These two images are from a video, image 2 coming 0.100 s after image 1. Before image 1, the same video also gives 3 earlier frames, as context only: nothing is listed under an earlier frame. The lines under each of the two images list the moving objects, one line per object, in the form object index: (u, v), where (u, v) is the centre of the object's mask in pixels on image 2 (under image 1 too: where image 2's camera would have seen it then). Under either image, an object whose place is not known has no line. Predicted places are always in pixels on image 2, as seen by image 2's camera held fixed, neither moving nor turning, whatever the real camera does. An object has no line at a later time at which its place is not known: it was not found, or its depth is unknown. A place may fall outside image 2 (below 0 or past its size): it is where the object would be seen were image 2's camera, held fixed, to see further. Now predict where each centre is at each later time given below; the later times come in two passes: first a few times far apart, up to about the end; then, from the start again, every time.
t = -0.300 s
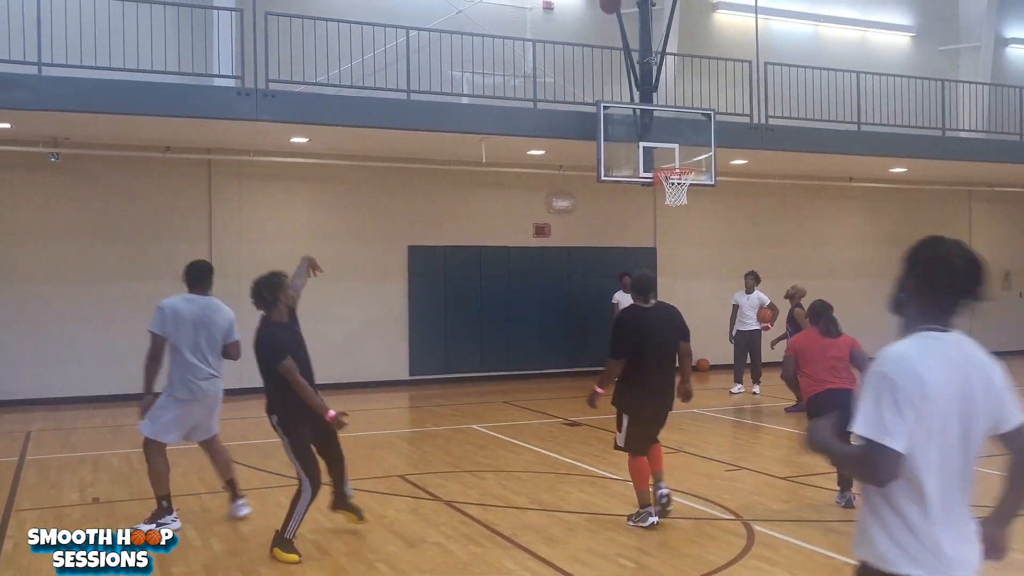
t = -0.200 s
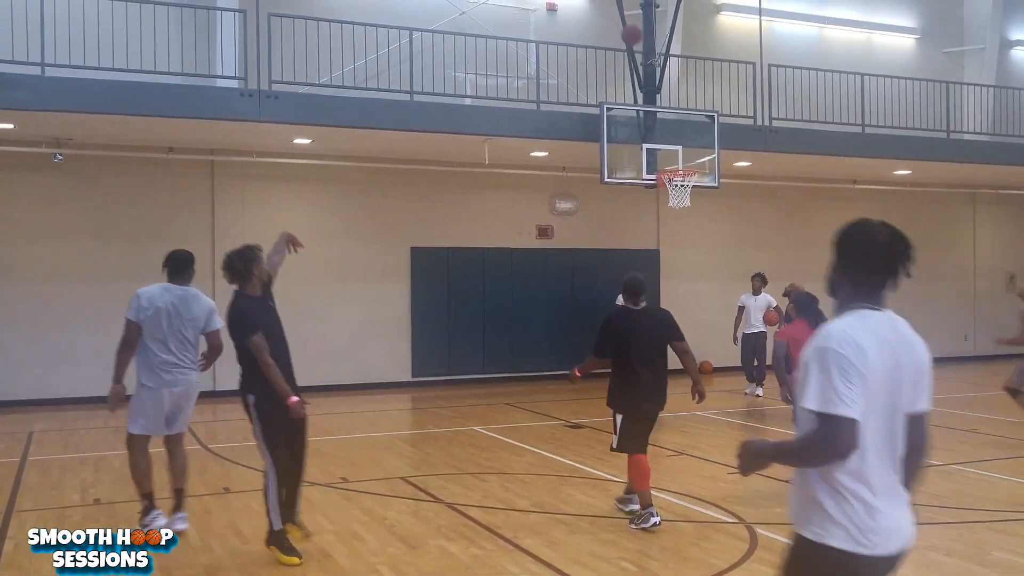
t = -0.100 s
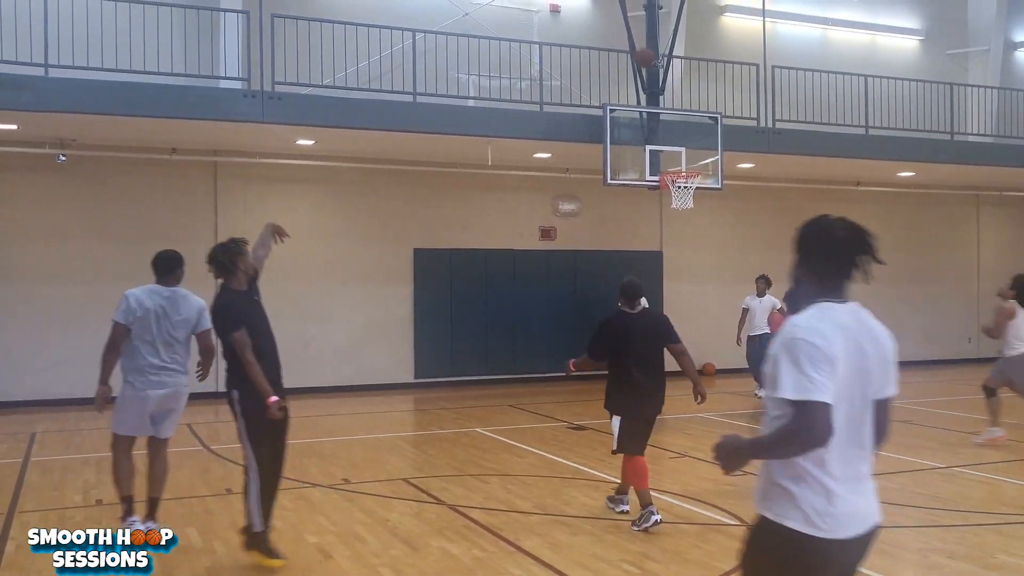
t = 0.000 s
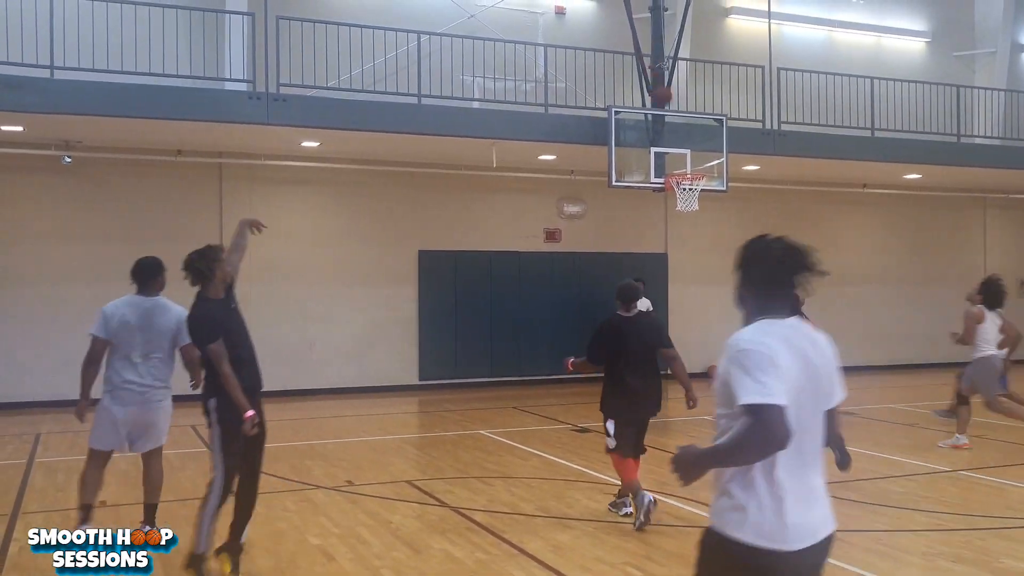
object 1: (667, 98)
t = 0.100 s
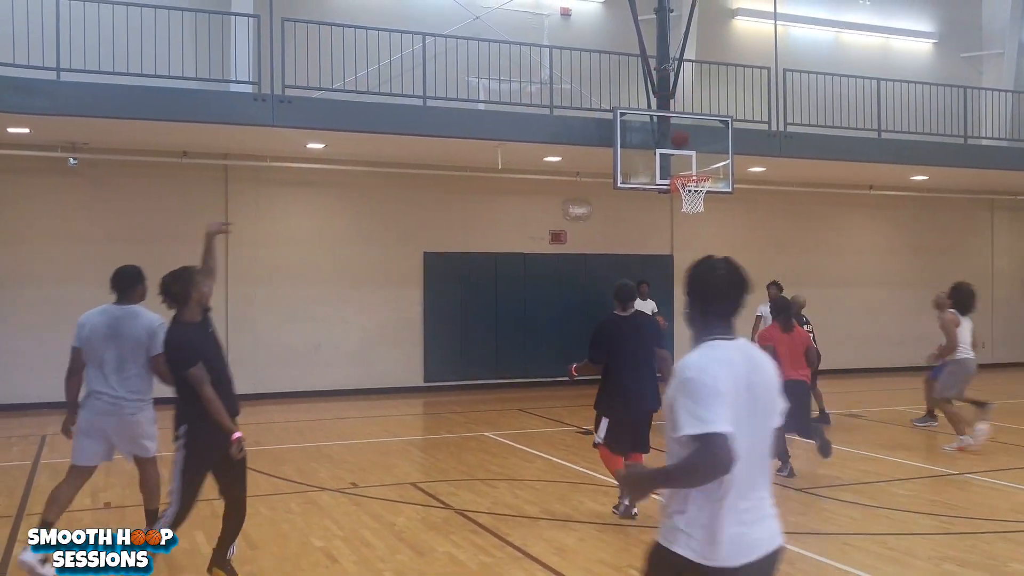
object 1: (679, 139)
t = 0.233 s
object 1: (692, 149)
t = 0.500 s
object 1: (713, 89)
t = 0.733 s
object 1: (731, 85)
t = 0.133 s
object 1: (683, 155)
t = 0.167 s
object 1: (687, 168)
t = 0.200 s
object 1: (690, 162)
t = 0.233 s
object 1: (692, 149)
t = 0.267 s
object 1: (694, 138)
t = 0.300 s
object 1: (696, 127)
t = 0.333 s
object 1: (699, 117)
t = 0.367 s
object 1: (701, 110)
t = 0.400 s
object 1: (705, 103)
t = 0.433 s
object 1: (707, 98)
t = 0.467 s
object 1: (710, 93)
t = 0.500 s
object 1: (713, 89)
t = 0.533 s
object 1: (716, 87)
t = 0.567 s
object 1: (718, 84)
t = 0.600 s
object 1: (720, 84)
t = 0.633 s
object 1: (723, 83)
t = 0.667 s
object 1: (726, 82)
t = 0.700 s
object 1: (729, 83)
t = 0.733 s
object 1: (731, 85)
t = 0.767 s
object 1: (735, 87)
